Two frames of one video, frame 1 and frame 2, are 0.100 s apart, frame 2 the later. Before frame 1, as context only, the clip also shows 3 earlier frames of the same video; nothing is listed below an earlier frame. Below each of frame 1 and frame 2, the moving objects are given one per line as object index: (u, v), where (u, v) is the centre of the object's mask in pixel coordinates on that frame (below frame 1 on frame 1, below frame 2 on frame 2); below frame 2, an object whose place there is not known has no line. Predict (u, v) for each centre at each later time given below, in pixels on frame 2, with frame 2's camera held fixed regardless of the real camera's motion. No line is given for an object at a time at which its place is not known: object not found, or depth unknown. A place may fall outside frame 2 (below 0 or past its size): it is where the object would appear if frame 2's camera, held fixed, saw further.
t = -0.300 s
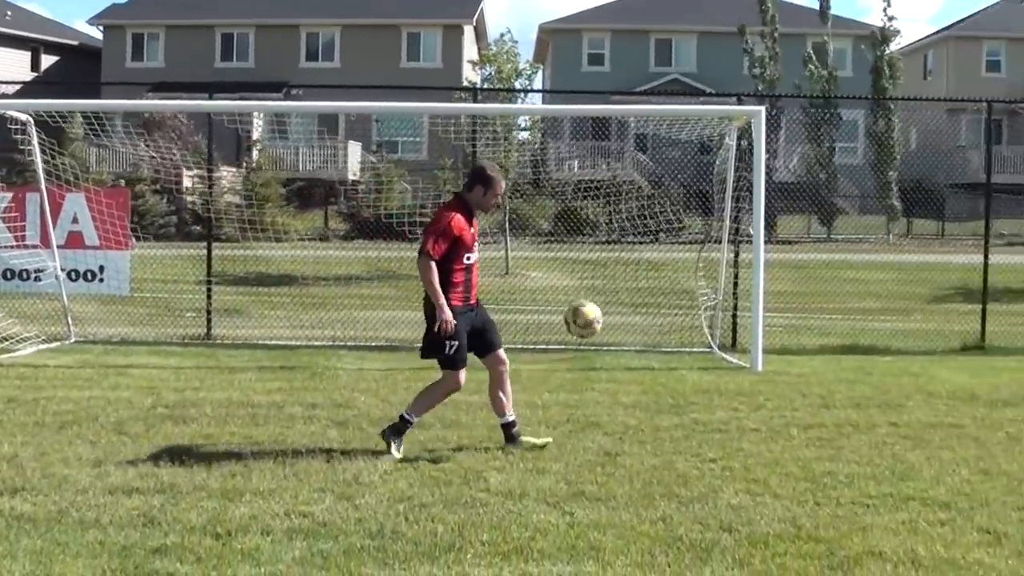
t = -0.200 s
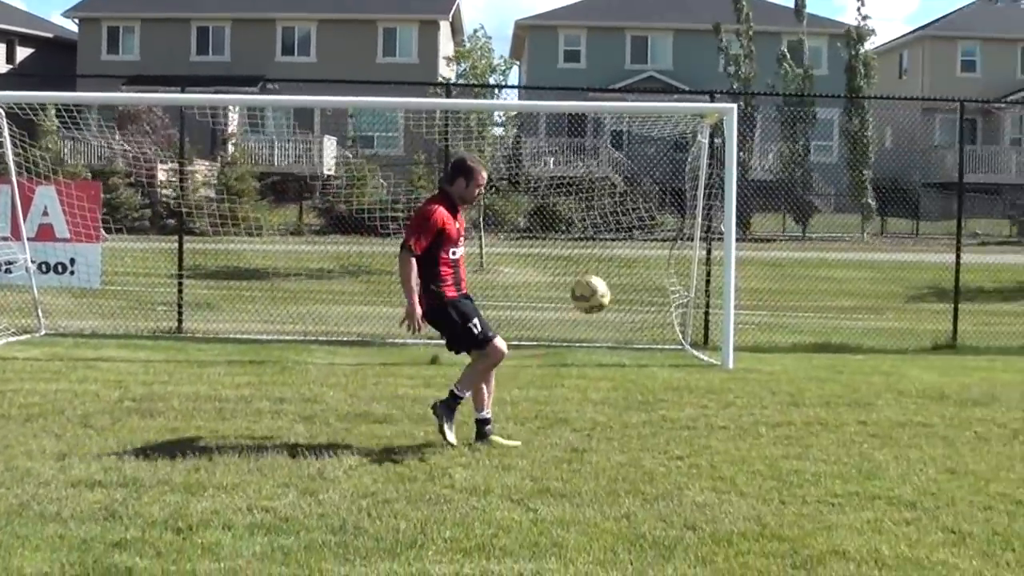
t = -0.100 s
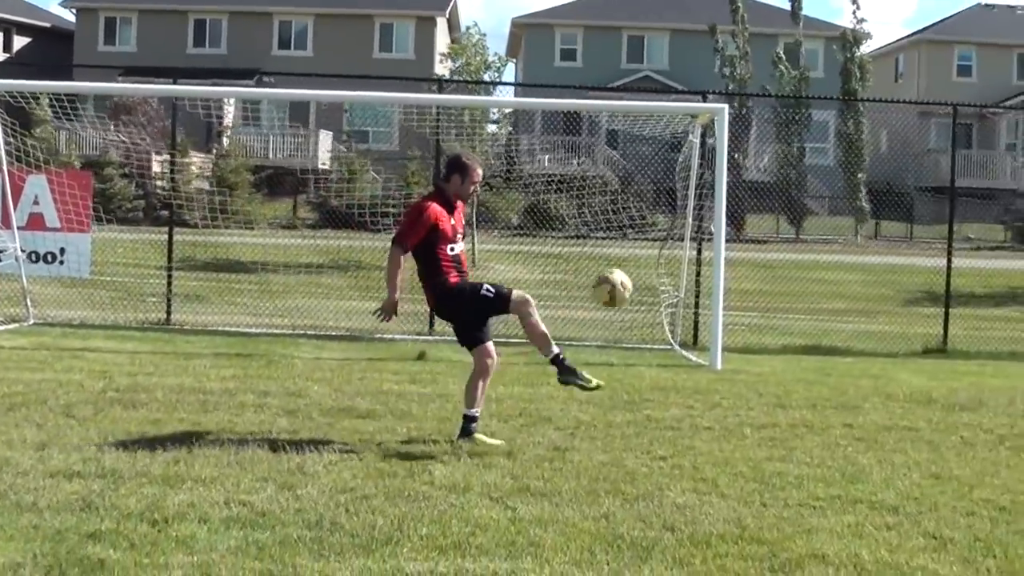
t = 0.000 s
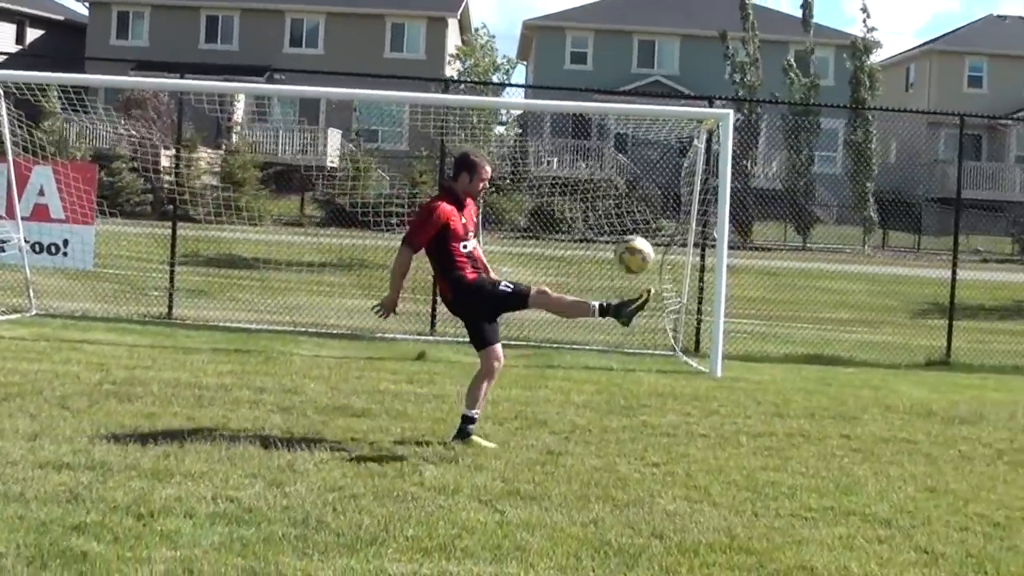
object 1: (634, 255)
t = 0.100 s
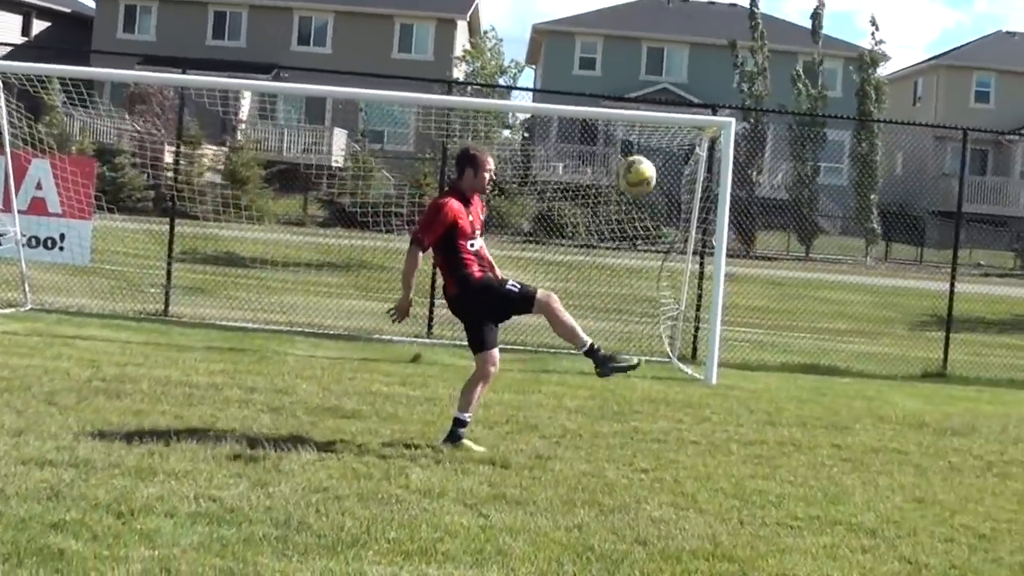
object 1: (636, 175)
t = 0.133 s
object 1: (638, 150)
